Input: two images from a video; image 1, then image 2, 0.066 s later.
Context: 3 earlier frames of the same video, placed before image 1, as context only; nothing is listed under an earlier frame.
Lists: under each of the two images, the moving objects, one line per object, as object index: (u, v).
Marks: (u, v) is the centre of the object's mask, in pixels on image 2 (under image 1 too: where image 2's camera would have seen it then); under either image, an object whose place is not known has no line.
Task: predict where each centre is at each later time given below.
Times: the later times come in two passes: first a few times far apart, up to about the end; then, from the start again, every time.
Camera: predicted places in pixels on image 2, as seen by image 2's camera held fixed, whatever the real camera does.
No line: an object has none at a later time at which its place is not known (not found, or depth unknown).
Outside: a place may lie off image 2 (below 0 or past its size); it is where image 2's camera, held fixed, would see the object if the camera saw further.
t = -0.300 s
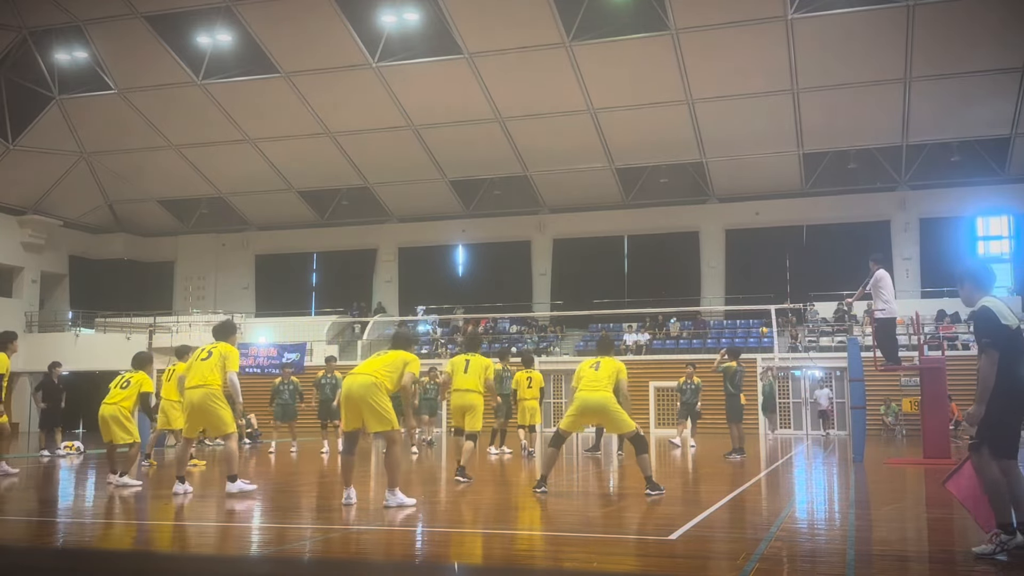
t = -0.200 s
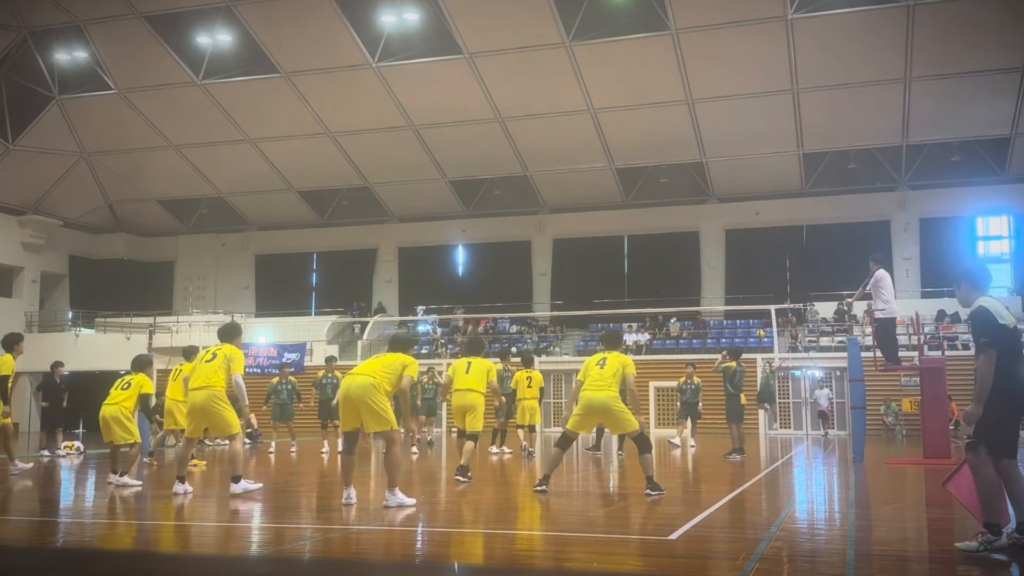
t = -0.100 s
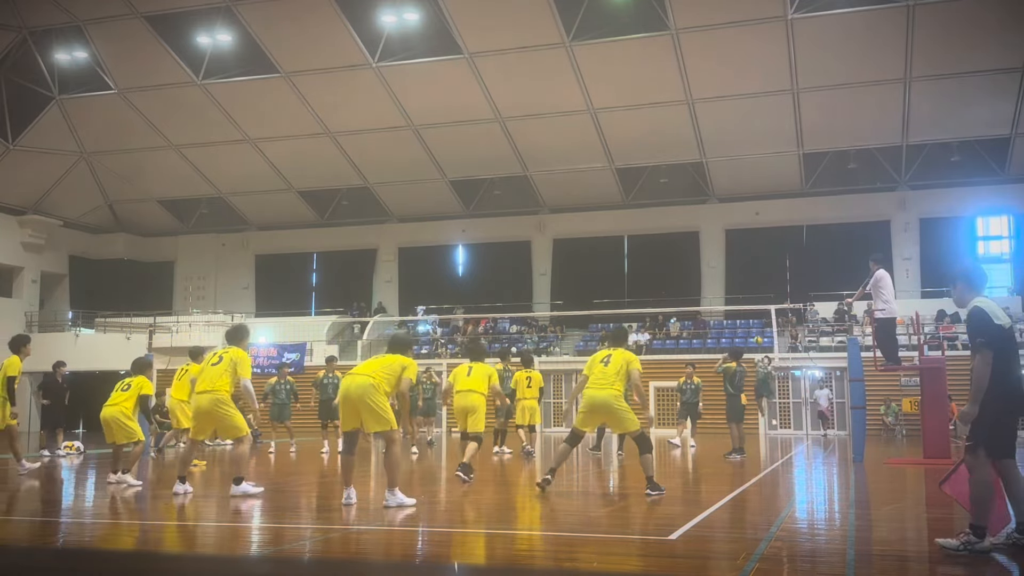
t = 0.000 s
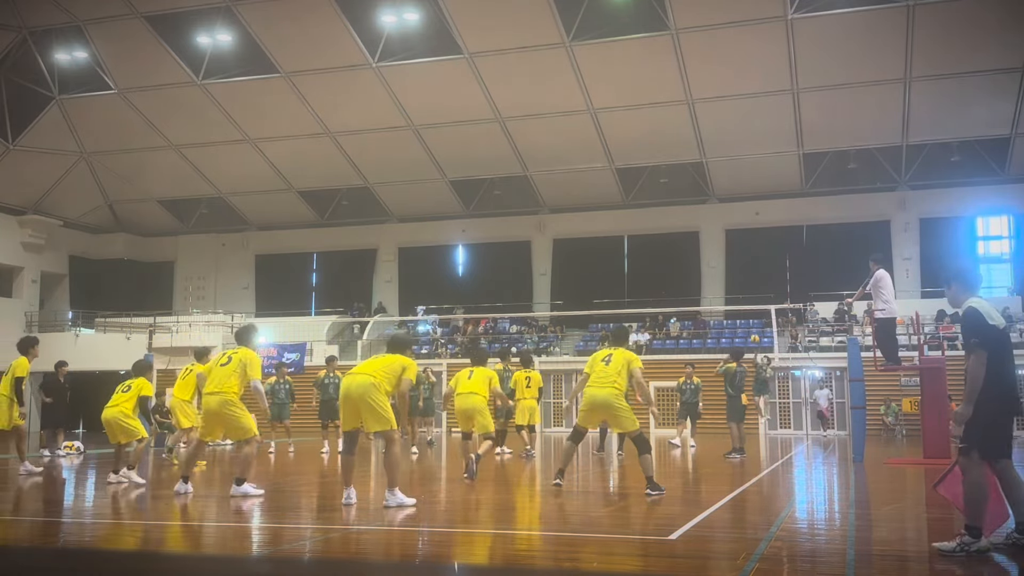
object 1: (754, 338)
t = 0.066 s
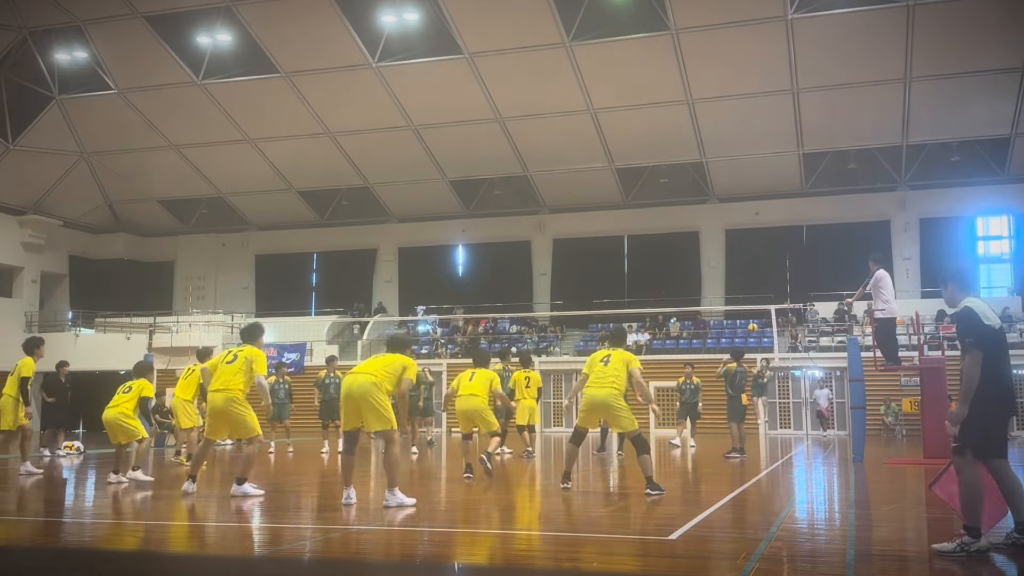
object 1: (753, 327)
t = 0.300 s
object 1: (747, 292)
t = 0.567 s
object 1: (724, 265)
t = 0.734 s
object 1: (689, 266)
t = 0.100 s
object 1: (752, 321)
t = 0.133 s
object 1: (751, 316)
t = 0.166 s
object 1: (751, 312)
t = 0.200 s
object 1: (750, 304)
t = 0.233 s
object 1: (749, 301)
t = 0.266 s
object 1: (748, 297)
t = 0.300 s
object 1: (747, 292)
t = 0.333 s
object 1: (745, 288)
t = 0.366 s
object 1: (744, 283)
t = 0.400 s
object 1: (742, 280)
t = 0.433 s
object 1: (739, 276)
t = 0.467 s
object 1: (736, 273)
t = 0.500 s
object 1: (733, 270)
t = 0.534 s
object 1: (729, 268)
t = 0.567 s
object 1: (724, 265)
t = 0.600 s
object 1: (719, 264)
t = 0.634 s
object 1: (712, 263)
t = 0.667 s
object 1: (705, 263)
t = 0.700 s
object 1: (697, 265)
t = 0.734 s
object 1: (689, 266)
